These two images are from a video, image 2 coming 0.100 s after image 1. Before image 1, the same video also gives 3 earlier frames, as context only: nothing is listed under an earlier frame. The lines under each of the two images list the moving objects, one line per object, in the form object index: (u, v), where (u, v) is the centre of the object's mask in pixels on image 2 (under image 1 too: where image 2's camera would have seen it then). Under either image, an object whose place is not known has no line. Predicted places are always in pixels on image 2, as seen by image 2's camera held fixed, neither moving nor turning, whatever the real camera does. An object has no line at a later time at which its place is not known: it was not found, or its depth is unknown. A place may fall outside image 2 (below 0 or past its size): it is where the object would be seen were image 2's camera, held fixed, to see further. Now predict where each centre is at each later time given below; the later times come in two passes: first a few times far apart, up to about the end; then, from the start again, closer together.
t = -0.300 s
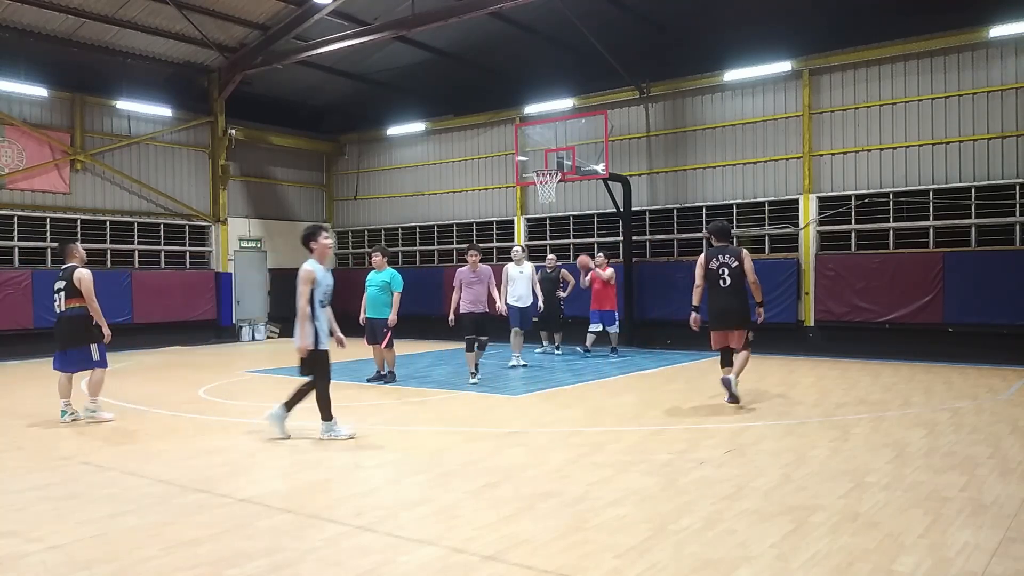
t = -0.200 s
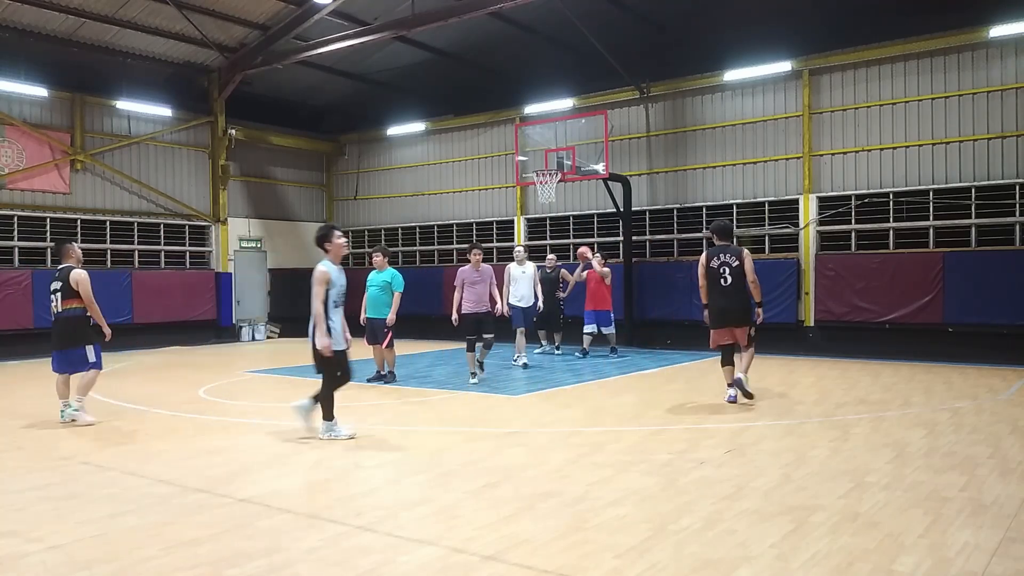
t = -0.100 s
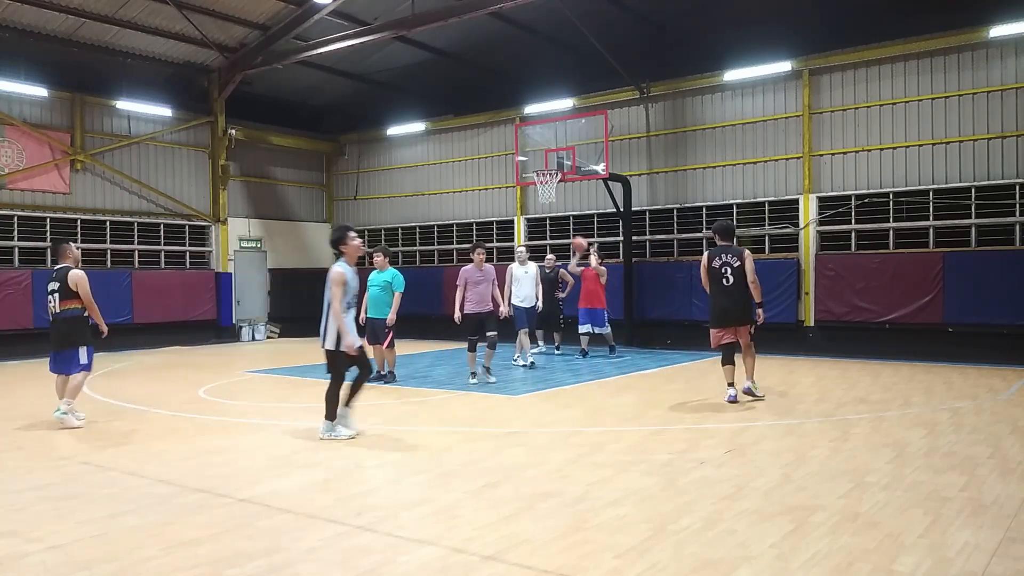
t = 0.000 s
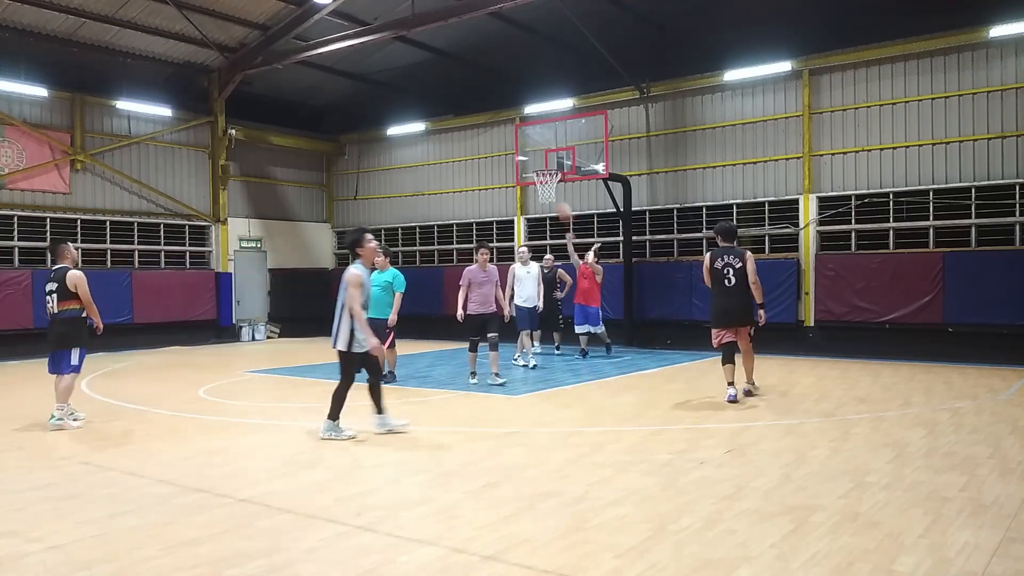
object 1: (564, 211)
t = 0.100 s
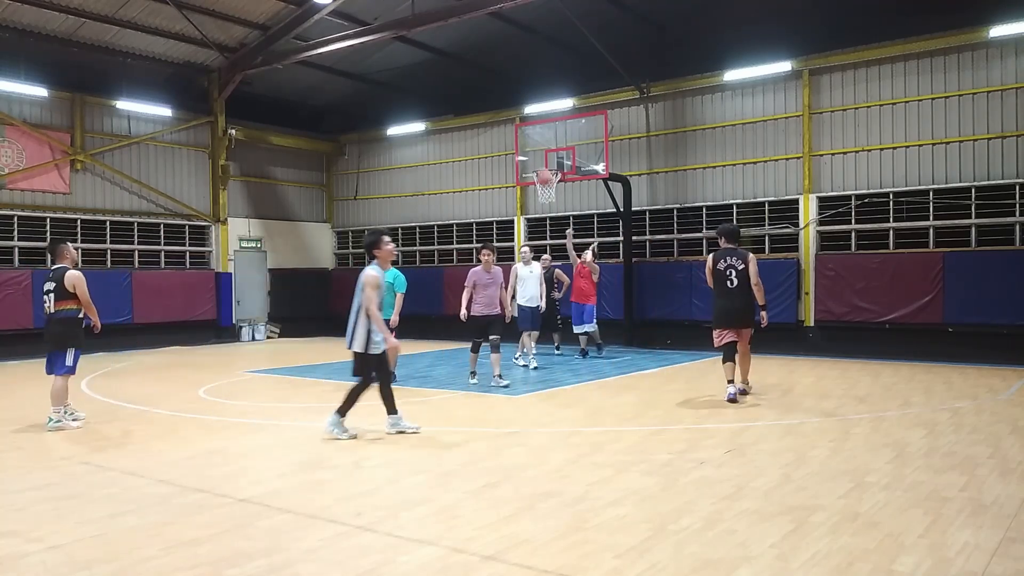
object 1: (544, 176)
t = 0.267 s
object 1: (508, 129)
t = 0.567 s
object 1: (436, 80)
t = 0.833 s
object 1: (360, 86)
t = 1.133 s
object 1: (256, 169)
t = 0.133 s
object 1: (537, 165)
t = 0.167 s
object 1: (531, 156)
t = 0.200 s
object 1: (523, 147)
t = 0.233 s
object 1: (516, 137)
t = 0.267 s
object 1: (508, 129)
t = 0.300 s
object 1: (501, 121)
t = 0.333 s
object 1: (493, 115)
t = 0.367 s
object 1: (485, 108)
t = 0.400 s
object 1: (478, 102)
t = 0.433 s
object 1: (470, 96)
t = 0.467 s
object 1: (462, 91)
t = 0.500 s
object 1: (453, 87)
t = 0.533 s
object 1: (444, 83)
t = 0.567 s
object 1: (436, 80)
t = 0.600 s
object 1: (427, 78)
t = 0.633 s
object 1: (418, 77)
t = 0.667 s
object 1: (409, 76)
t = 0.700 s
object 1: (399, 77)
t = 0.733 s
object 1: (390, 78)
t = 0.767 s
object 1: (380, 80)
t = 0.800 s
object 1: (370, 82)
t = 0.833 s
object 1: (360, 86)
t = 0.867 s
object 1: (349, 91)
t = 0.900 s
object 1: (338, 97)
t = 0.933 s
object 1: (327, 104)
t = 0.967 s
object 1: (316, 112)
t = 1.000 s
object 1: (304, 121)
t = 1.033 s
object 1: (293, 130)
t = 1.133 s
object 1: (256, 169)
